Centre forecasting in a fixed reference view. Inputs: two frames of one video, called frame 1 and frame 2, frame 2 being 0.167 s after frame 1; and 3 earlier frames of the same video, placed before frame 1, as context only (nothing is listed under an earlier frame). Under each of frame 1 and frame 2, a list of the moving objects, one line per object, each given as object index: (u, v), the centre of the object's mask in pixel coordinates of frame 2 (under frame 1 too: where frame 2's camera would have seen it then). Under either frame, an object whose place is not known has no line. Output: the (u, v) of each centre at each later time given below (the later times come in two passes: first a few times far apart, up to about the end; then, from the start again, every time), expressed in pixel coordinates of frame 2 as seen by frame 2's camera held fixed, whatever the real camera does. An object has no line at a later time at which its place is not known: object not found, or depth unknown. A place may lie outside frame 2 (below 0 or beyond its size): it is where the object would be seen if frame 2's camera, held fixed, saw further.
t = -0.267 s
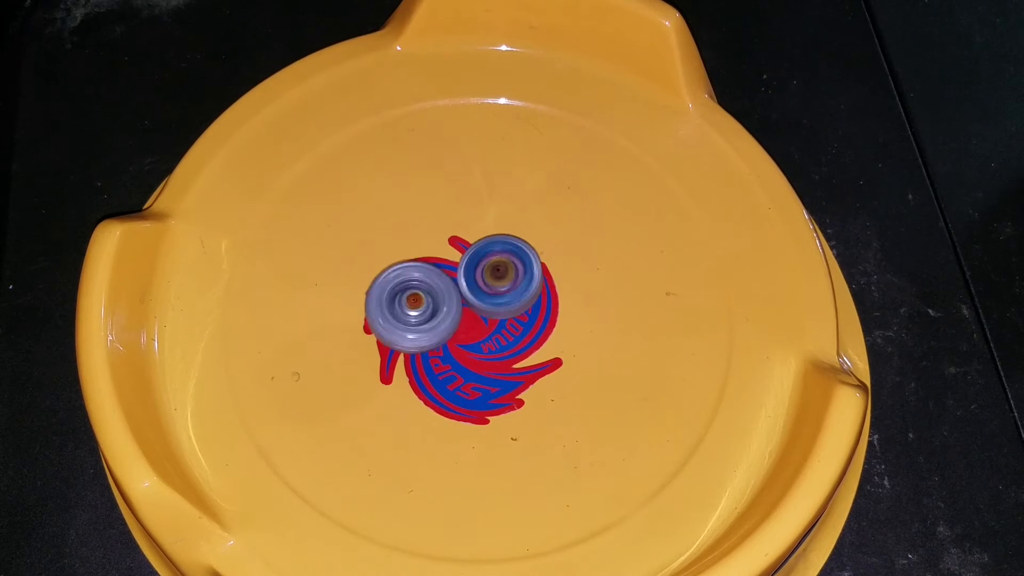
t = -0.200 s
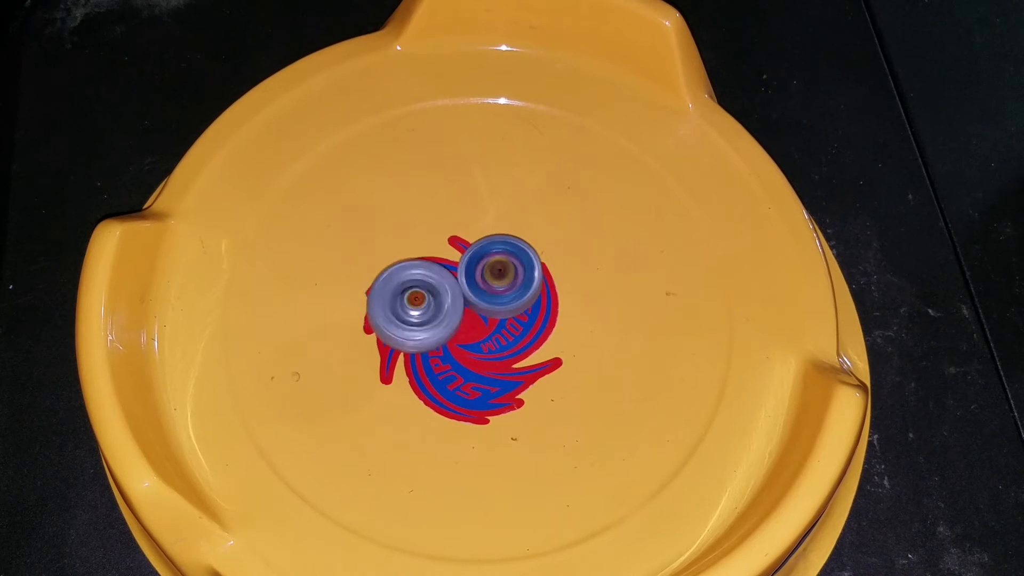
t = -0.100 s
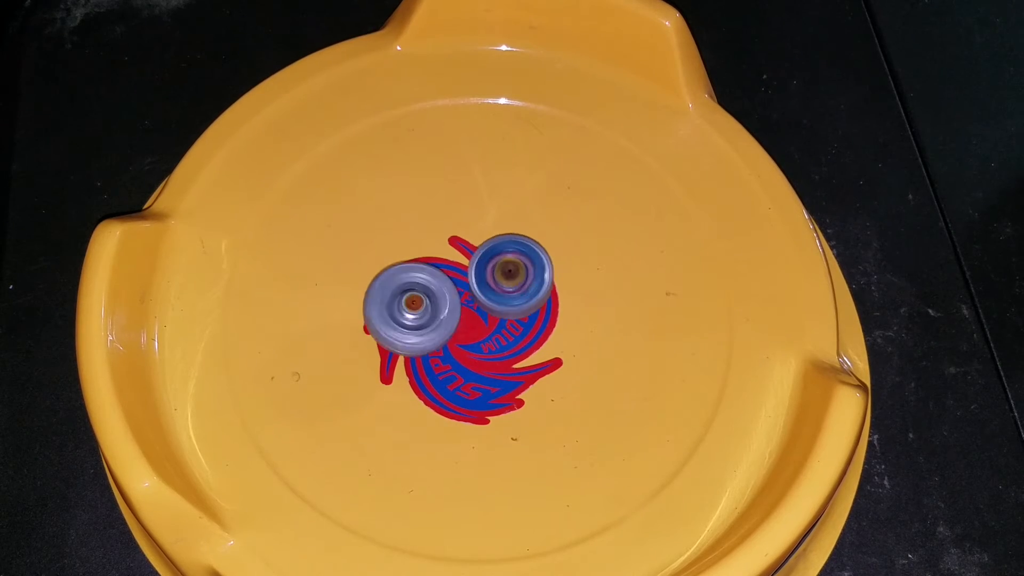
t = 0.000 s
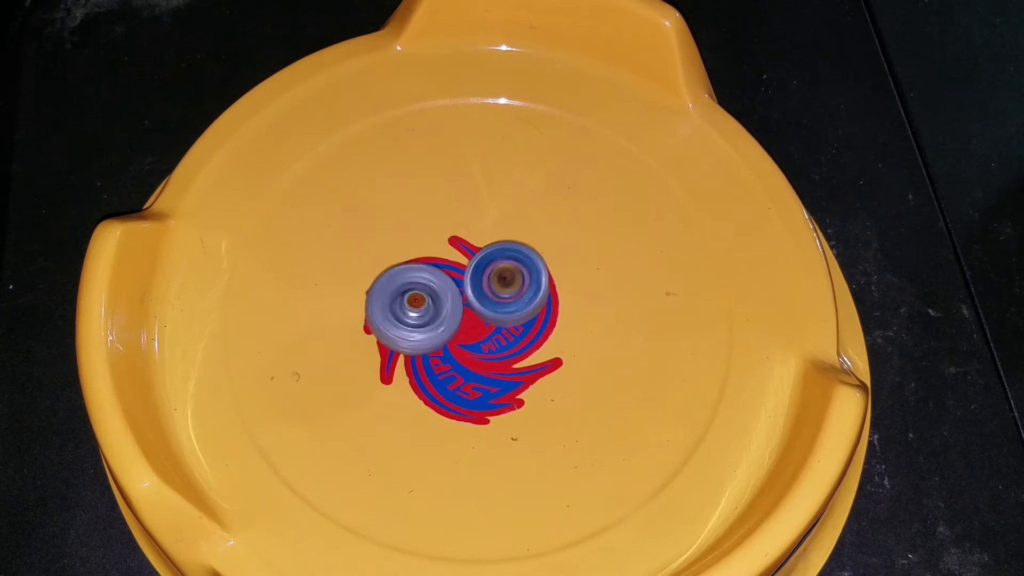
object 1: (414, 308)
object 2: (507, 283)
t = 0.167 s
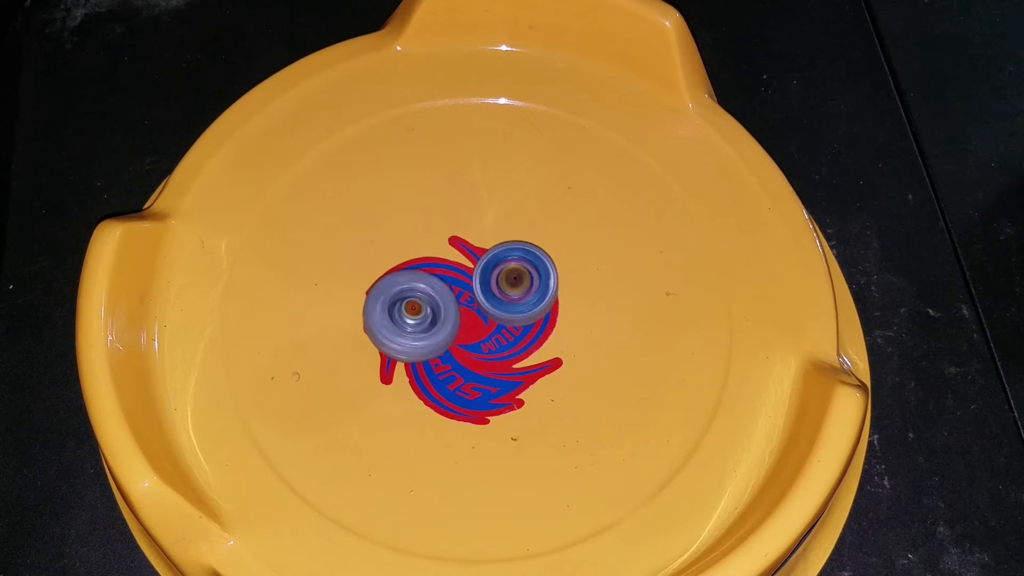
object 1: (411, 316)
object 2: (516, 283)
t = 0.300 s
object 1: (418, 314)
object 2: (504, 287)
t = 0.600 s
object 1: (418, 311)
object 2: (511, 288)
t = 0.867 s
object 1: (416, 303)
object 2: (507, 293)
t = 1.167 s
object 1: (420, 306)
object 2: (512, 289)
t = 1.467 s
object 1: (422, 310)
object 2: (509, 282)
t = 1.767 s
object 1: (423, 311)
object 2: (507, 277)
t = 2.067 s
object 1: (415, 323)
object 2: (528, 267)
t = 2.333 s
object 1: (421, 316)
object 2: (510, 273)
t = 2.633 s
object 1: (411, 316)
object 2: (507, 278)
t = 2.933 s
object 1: (414, 320)
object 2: (502, 279)
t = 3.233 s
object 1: (418, 315)
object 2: (500, 274)
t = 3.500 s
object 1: (420, 310)
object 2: (502, 272)
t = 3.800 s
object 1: (416, 312)
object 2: (495, 270)
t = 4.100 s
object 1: (417, 316)
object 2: (500, 268)
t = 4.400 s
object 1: (417, 317)
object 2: (498, 271)
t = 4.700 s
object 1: (418, 316)
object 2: (504, 277)
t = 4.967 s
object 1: (413, 314)
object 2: (502, 284)
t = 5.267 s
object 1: (411, 318)
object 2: (502, 286)
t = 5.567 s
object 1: (415, 306)
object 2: (504, 287)
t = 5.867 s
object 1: (411, 316)
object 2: (509, 285)
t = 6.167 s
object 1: (417, 325)
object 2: (509, 280)
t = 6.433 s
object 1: (430, 309)
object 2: (514, 281)
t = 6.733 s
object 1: (392, 323)
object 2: (515, 277)
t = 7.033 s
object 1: (436, 333)
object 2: (504, 276)
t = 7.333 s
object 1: (425, 329)
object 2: (501, 277)
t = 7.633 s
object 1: (448, 358)
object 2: (494, 275)
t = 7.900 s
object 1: (446, 338)
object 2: (496, 270)
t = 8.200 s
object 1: (446, 345)
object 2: (490, 274)
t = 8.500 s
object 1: (453, 345)
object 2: (486, 268)
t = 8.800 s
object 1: (449, 340)
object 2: (453, 254)
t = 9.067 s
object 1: (458, 334)
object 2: (463, 250)
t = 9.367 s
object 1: (433, 330)
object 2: (481, 269)
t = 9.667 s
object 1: (421, 324)
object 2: (502, 328)
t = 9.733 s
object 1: (419, 323)
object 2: (498, 341)
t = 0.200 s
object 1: (412, 316)
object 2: (514, 285)
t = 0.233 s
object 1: (414, 316)
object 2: (511, 286)
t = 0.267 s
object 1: (416, 315)
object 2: (508, 286)
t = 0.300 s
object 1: (418, 314)
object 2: (504, 287)
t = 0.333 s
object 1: (414, 316)
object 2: (508, 286)
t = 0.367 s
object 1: (412, 316)
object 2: (511, 284)
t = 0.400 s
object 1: (415, 316)
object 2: (511, 285)
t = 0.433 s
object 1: (417, 314)
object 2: (511, 287)
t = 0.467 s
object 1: (418, 312)
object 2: (510, 287)
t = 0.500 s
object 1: (417, 312)
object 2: (508, 288)
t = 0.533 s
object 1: (414, 313)
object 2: (511, 287)
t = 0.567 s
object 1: (416, 313)
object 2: (512, 288)
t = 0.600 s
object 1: (418, 311)
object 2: (511, 288)
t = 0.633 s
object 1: (418, 309)
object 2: (508, 290)
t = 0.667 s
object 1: (413, 310)
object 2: (515, 289)
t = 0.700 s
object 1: (412, 310)
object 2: (518, 288)
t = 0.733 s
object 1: (413, 308)
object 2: (517, 290)
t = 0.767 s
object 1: (414, 306)
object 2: (516, 291)
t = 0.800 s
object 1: (414, 305)
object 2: (514, 291)
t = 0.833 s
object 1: (415, 304)
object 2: (510, 292)
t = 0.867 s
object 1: (416, 303)
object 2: (507, 293)
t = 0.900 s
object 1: (416, 303)
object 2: (509, 291)
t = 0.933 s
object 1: (415, 303)
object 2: (511, 289)
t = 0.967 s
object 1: (412, 306)
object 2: (521, 287)
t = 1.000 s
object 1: (414, 307)
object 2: (525, 287)
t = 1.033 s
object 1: (416, 306)
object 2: (524, 288)
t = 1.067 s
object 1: (416, 306)
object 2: (522, 289)
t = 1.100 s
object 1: (416, 305)
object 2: (520, 289)
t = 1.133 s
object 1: (418, 306)
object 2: (516, 288)
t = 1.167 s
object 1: (420, 306)
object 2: (512, 289)
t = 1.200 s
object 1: (421, 306)
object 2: (511, 289)
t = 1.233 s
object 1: (415, 309)
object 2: (515, 284)
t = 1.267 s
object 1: (416, 310)
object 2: (516, 283)
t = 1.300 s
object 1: (418, 310)
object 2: (516, 283)
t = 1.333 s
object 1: (419, 309)
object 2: (514, 282)
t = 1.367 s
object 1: (420, 309)
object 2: (511, 284)
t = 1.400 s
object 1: (422, 309)
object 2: (509, 285)
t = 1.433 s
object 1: (420, 310)
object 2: (510, 282)
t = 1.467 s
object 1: (422, 310)
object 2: (509, 282)
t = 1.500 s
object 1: (424, 310)
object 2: (510, 281)
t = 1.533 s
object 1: (418, 312)
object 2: (516, 277)
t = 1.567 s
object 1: (418, 314)
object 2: (517, 276)
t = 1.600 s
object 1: (419, 314)
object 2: (518, 277)
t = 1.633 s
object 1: (420, 312)
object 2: (516, 277)
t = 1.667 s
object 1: (420, 312)
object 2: (512, 278)
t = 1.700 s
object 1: (422, 312)
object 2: (511, 278)
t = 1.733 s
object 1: (424, 311)
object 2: (508, 278)
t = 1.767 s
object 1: (423, 311)
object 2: (507, 277)
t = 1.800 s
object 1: (425, 313)
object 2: (507, 276)
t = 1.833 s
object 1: (425, 314)
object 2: (509, 272)
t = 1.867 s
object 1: (426, 314)
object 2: (511, 272)
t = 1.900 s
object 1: (427, 313)
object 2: (513, 272)
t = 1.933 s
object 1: (427, 311)
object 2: (511, 272)
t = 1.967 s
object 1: (428, 312)
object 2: (509, 275)
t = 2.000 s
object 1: (417, 317)
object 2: (519, 269)
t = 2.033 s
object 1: (414, 321)
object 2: (526, 266)
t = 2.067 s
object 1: (415, 323)
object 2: (528, 267)
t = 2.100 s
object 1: (416, 320)
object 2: (528, 267)
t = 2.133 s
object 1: (415, 320)
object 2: (526, 268)
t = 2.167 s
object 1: (415, 320)
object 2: (525, 268)
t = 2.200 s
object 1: (417, 320)
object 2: (522, 267)
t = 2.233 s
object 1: (418, 319)
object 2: (519, 269)
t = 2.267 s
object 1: (420, 318)
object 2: (517, 269)
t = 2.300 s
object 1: (420, 317)
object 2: (513, 270)
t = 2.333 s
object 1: (421, 316)
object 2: (510, 273)
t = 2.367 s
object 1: (423, 315)
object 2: (507, 274)
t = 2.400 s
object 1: (422, 314)
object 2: (503, 276)
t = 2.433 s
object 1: (418, 316)
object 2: (508, 274)
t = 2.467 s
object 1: (419, 317)
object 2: (508, 274)
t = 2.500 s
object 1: (420, 315)
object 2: (506, 278)
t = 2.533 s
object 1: (422, 312)
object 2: (505, 279)
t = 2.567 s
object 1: (419, 310)
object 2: (503, 280)
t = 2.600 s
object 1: (418, 312)
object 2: (503, 282)
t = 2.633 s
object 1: (411, 316)
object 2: (507, 278)
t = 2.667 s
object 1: (412, 318)
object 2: (507, 278)
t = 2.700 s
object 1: (415, 318)
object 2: (507, 277)
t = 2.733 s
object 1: (417, 315)
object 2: (503, 277)
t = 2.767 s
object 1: (417, 314)
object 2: (502, 279)
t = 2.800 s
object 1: (416, 313)
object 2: (499, 280)
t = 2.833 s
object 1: (412, 316)
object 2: (500, 280)
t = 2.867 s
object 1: (410, 320)
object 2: (504, 278)
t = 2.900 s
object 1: (413, 321)
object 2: (502, 278)
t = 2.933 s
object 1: (414, 320)
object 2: (502, 279)
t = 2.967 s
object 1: (415, 317)
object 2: (500, 279)
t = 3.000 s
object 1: (415, 316)
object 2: (498, 280)
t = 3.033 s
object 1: (415, 316)
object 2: (497, 280)
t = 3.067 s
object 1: (414, 317)
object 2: (495, 279)
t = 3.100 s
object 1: (416, 317)
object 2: (496, 279)
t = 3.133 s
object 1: (416, 319)
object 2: (497, 275)
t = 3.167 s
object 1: (418, 318)
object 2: (498, 275)
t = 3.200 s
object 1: (421, 316)
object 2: (500, 274)
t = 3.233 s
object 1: (418, 315)
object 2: (500, 274)
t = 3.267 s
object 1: (418, 317)
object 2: (502, 273)
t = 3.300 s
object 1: (420, 316)
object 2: (500, 271)
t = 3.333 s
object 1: (422, 313)
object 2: (500, 272)
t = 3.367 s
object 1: (420, 312)
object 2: (501, 270)
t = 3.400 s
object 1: (419, 313)
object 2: (502, 269)
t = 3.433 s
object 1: (421, 313)
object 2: (504, 269)
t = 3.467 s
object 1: (422, 310)
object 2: (502, 270)
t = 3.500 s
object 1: (420, 310)
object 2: (502, 272)
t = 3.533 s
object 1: (412, 314)
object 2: (507, 266)
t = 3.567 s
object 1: (412, 318)
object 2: (507, 266)
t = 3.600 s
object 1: (415, 318)
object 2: (508, 264)
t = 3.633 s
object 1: (417, 316)
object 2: (505, 265)
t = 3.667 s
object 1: (417, 313)
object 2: (505, 266)
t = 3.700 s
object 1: (416, 313)
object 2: (501, 266)
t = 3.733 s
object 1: (416, 313)
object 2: (500, 269)
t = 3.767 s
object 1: (418, 312)
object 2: (497, 269)
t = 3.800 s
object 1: (416, 312)
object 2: (495, 270)
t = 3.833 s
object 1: (416, 314)
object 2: (497, 268)
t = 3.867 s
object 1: (419, 314)
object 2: (495, 268)
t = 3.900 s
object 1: (421, 312)
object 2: (497, 269)
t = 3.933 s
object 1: (416, 315)
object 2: (500, 266)
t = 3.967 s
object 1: (418, 317)
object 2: (502, 267)
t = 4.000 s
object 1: (422, 316)
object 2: (501, 266)
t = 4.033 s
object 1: (424, 314)
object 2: (500, 268)
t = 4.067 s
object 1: (422, 313)
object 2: (498, 268)
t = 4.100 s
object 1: (417, 316)
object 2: (500, 268)
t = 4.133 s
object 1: (417, 320)
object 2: (503, 268)
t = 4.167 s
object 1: (420, 319)
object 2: (501, 269)
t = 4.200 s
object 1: (421, 317)
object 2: (501, 271)
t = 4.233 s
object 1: (421, 315)
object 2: (498, 271)
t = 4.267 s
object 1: (418, 315)
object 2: (497, 273)
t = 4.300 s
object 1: (412, 318)
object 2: (500, 269)
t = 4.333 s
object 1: (412, 320)
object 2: (500, 269)
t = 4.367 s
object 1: (415, 319)
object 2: (500, 268)
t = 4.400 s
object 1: (417, 317)
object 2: (498, 271)
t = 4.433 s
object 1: (417, 315)
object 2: (497, 271)
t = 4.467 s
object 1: (415, 314)
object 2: (494, 274)
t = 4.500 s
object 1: (411, 316)
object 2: (497, 274)
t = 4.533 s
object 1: (413, 318)
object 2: (496, 275)
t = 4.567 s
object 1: (417, 316)
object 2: (498, 277)
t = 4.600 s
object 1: (413, 316)
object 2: (499, 276)
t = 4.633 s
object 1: (412, 318)
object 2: (504, 276)
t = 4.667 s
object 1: (415, 319)
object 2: (503, 275)
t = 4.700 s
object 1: (418, 316)
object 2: (504, 277)
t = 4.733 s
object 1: (418, 313)
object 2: (502, 277)
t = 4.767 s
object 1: (416, 312)
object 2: (501, 281)
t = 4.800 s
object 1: (415, 311)
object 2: (499, 281)
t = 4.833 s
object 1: (408, 316)
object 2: (505, 281)
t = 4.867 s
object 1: (407, 319)
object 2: (508, 280)
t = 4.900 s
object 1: (410, 320)
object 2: (506, 283)
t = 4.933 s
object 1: (412, 317)
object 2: (505, 282)
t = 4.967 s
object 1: (413, 314)
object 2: (502, 284)
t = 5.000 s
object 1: (411, 312)
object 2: (501, 283)
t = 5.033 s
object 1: (411, 312)
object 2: (498, 286)
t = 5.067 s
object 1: (411, 311)
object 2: (496, 285)
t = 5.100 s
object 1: (408, 312)
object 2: (495, 287)
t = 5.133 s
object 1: (408, 314)
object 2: (495, 287)
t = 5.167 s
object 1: (410, 314)
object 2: (494, 289)
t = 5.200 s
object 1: (410, 316)
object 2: (497, 287)
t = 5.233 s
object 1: (412, 317)
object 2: (497, 289)
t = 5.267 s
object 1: (411, 318)
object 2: (502, 286)
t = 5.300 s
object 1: (413, 319)
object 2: (504, 286)
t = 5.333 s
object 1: (417, 318)
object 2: (506, 285)
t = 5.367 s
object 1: (418, 314)
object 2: (506, 287)
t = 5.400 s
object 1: (416, 313)
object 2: (510, 285)
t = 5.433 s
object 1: (415, 312)
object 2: (510, 286)
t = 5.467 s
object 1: (415, 311)
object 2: (510, 285)
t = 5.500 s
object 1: (415, 309)
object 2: (508, 287)
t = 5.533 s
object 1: (414, 308)
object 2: (506, 285)
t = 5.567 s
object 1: (415, 306)
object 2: (504, 287)
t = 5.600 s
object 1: (412, 306)
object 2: (505, 284)
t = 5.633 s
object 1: (411, 306)
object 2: (506, 284)
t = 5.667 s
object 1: (412, 307)
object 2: (505, 282)
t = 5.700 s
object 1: (414, 307)
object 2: (505, 285)
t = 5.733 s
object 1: (415, 306)
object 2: (501, 285)
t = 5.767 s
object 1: (415, 306)
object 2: (502, 287)
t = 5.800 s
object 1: (414, 308)
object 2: (501, 286)
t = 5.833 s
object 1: (416, 310)
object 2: (503, 288)
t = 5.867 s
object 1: (411, 316)
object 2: (509, 285)
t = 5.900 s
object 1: (408, 319)
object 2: (514, 285)
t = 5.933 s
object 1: (408, 322)
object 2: (512, 286)
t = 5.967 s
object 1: (409, 323)
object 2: (512, 285)
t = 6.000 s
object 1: (409, 323)
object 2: (510, 286)
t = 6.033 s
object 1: (411, 322)
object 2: (510, 284)
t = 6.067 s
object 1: (413, 321)
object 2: (508, 286)
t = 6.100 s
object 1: (416, 321)
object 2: (506, 284)
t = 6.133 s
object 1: (419, 322)
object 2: (505, 286)
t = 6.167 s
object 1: (417, 325)
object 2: (509, 280)
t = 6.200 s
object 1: (416, 328)
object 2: (517, 276)
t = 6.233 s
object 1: (417, 328)
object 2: (518, 275)
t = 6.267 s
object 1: (419, 325)
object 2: (520, 276)
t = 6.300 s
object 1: (423, 321)
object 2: (517, 278)
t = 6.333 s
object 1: (429, 316)
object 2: (515, 278)
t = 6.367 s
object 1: (433, 312)
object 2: (514, 279)
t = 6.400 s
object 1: (430, 311)
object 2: (514, 278)
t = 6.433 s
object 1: (430, 309)
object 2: (514, 281)
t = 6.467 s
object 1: (429, 308)
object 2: (511, 281)
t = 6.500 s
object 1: (426, 309)
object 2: (513, 281)
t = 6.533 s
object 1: (425, 309)
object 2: (511, 284)
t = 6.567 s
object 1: (416, 311)
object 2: (517, 279)
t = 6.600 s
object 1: (406, 313)
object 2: (523, 279)
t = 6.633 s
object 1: (398, 315)
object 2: (522, 278)
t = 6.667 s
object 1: (393, 317)
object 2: (523, 277)
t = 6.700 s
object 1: (391, 320)
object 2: (519, 279)
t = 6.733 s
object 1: (392, 323)
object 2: (515, 277)
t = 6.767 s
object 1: (391, 328)
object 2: (514, 279)
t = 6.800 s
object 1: (394, 329)
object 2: (509, 278)
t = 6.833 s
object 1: (398, 331)
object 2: (507, 277)
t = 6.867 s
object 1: (404, 333)
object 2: (504, 279)
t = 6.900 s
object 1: (414, 333)
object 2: (499, 278)
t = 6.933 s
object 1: (424, 333)
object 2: (498, 278)
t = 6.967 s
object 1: (430, 335)
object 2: (500, 276)
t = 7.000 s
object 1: (434, 336)
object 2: (503, 274)
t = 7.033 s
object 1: (436, 333)
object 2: (504, 276)
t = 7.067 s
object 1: (431, 331)
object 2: (504, 272)
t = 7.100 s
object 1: (429, 332)
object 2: (508, 271)
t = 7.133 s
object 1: (427, 331)
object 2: (508, 274)
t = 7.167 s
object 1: (428, 330)
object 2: (505, 273)
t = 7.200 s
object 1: (427, 329)
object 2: (506, 273)
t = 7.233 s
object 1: (427, 329)
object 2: (504, 275)
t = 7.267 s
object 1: (425, 330)
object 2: (502, 273)
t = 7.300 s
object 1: (424, 329)
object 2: (504, 274)
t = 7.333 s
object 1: (425, 329)
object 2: (501, 277)
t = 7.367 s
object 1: (428, 330)
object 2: (499, 276)
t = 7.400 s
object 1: (431, 329)
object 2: (499, 278)
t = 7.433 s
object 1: (428, 336)
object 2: (502, 274)
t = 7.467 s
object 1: (426, 345)
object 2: (506, 271)
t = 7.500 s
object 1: (426, 350)
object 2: (506, 274)
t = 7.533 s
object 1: (431, 353)
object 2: (501, 274)
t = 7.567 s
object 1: (438, 357)
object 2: (499, 272)
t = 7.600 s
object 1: (441, 360)
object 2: (499, 275)
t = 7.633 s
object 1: (448, 358)
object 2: (494, 275)
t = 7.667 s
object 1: (457, 353)
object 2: (492, 273)
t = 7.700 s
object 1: (464, 350)
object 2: (495, 272)
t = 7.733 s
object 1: (466, 350)
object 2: (496, 270)
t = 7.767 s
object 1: (463, 350)
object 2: (498, 269)
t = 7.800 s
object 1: (459, 349)
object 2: (499, 271)
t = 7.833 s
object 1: (455, 343)
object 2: (496, 272)
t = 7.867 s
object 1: (450, 341)
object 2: (494, 270)
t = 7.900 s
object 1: (446, 338)
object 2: (496, 270)
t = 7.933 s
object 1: (444, 338)
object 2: (495, 272)
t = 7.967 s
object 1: (439, 338)
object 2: (490, 271)
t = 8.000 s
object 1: (437, 336)
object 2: (492, 270)
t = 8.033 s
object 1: (438, 336)
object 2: (495, 271)
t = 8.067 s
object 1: (438, 340)
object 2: (497, 271)
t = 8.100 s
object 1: (440, 346)
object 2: (498, 272)
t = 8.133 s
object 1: (442, 349)
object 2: (497, 275)
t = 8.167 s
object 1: (442, 347)
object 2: (493, 277)
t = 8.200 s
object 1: (446, 345)
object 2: (490, 274)
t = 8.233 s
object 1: (450, 344)
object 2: (494, 268)
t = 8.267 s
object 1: (452, 346)
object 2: (497, 268)
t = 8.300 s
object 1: (451, 349)
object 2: (495, 269)
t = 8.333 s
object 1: (449, 349)
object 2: (493, 268)
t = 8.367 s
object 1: (447, 346)
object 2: (494, 268)
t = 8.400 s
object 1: (450, 344)
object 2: (493, 269)
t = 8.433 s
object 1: (452, 345)
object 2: (489, 268)
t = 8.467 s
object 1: (453, 345)
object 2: (487, 267)
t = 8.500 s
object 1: (453, 345)
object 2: (486, 268)
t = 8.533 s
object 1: (454, 344)
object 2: (482, 269)
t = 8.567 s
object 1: (451, 345)
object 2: (478, 263)
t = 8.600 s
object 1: (449, 346)
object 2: (474, 258)
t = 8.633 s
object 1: (447, 346)
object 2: (469, 258)
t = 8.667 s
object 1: (446, 345)
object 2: (464, 256)
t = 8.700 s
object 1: (447, 344)
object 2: (462, 252)
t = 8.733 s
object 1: (447, 343)
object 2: (461, 251)
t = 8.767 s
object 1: (447, 342)
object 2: (458, 253)
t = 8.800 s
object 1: (449, 340)
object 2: (453, 254)
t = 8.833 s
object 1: (452, 336)
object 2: (449, 253)
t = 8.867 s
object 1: (451, 334)
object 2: (450, 250)
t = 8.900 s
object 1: (452, 333)
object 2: (453, 251)
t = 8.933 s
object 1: (456, 335)
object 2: (454, 256)
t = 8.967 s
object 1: (460, 339)
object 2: (451, 251)
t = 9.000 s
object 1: (462, 339)
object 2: (453, 247)
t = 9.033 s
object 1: (460, 337)
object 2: (458, 248)
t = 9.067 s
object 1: (458, 334)
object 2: (463, 250)
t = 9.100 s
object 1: (455, 332)
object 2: (464, 250)
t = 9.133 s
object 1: (453, 331)
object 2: (466, 251)
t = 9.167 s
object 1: (451, 330)
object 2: (467, 253)
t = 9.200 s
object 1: (450, 329)
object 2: (470, 256)
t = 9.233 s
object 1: (448, 330)
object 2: (474, 259)
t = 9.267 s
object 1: (444, 331)
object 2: (475, 261)
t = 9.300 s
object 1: (441, 331)
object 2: (477, 263)
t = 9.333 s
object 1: (437, 331)
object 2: (479, 265)
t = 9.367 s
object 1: (433, 330)
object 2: (481, 269)
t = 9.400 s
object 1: (430, 329)
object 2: (484, 274)
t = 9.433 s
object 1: (425, 327)
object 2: (490, 282)
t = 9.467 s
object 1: (423, 325)
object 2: (495, 291)
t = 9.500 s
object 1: (421, 324)
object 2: (497, 299)
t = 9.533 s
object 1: (420, 323)
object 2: (499, 306)
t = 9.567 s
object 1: (419, 323)
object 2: (500, 312)
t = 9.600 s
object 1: (419, 323)
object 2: (503, 318)
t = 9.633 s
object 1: (420, 323)
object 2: (504, 323)
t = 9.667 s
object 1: (421, 324)
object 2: (502, 328)
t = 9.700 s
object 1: (421, 324)
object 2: (499, 334)
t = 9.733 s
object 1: (419, 323)
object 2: (498, 341)
